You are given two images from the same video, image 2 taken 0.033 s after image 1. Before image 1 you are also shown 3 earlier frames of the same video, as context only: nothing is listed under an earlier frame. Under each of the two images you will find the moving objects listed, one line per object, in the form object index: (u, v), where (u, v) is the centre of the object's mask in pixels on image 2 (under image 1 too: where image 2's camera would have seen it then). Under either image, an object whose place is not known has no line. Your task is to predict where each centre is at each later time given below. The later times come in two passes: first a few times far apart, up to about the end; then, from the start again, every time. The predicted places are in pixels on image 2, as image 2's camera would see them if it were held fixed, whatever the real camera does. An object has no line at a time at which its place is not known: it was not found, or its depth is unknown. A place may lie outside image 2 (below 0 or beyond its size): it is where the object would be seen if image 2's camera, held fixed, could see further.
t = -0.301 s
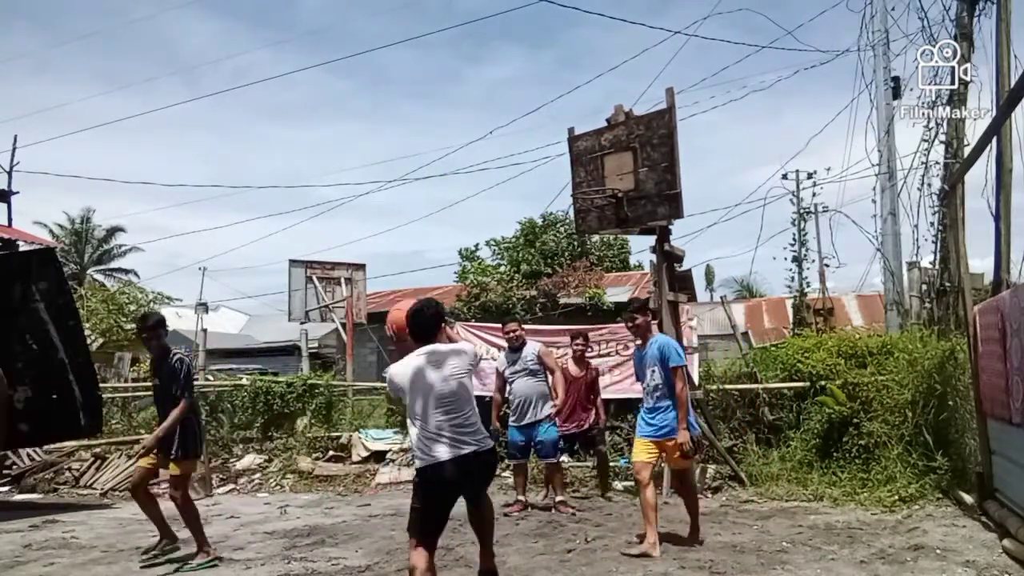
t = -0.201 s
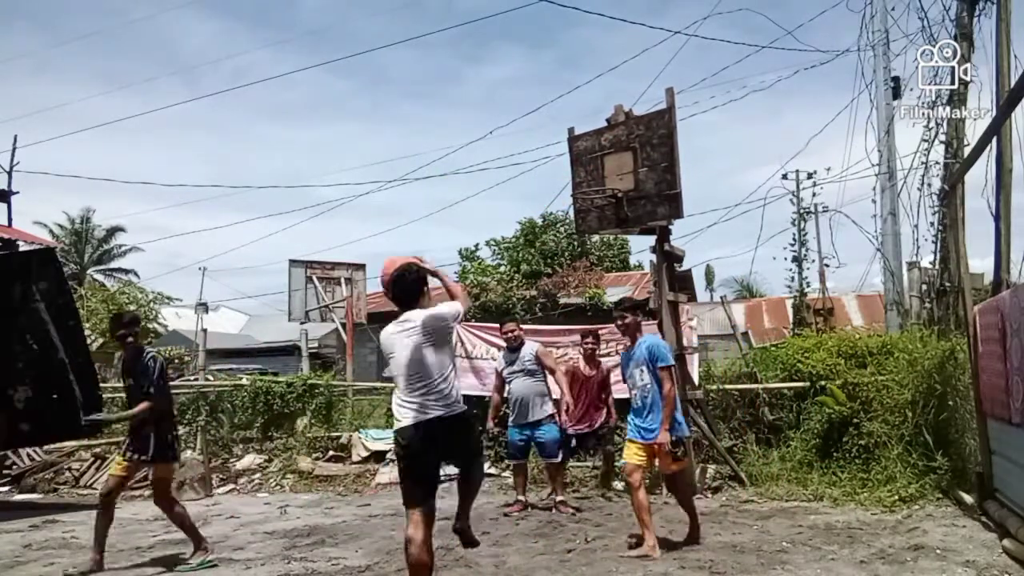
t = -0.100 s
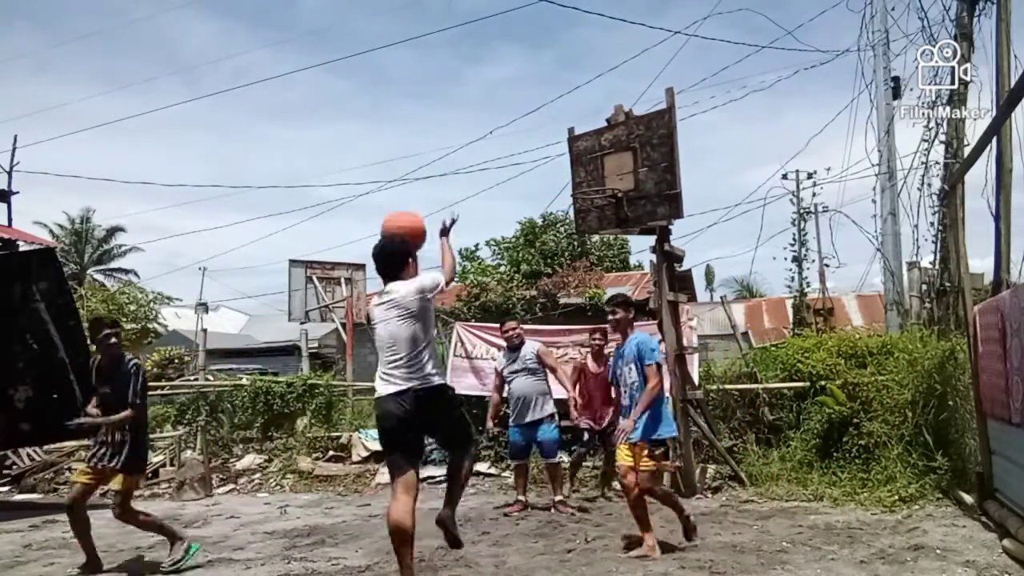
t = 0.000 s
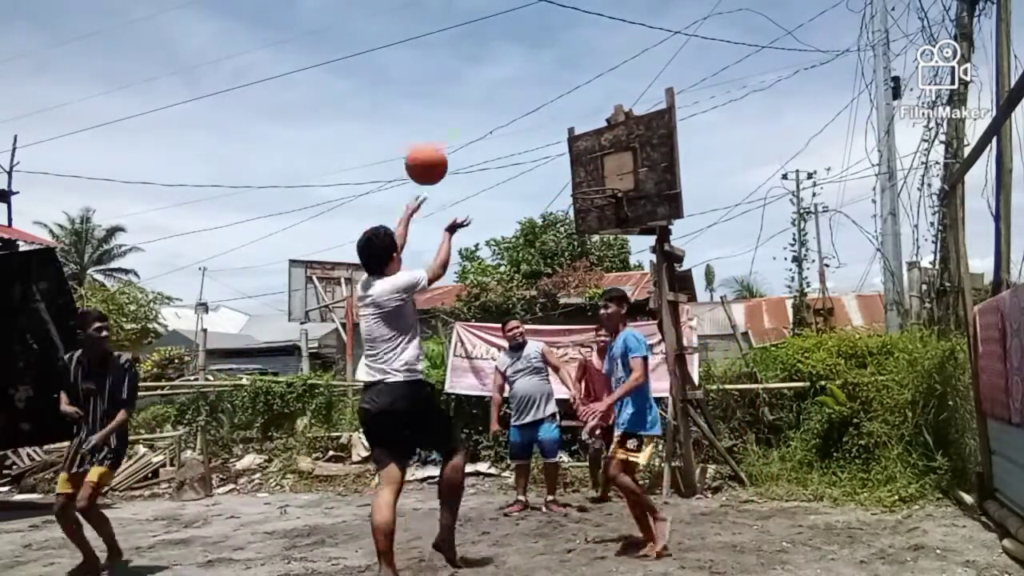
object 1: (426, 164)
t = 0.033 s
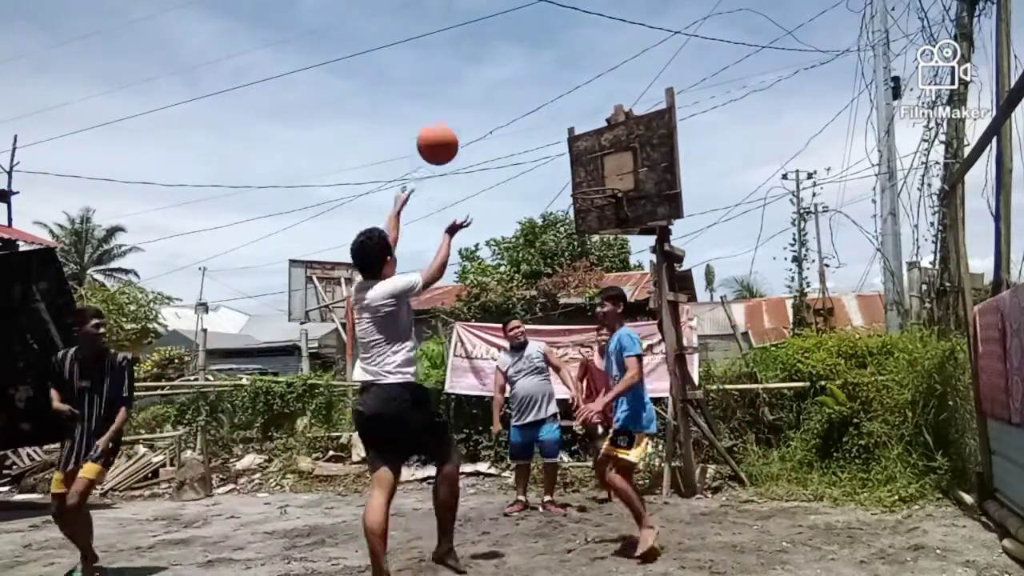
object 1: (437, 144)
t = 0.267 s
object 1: (503, 72)
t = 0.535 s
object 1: (559, 88)
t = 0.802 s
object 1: (604, 174)
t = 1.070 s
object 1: (531, 147)
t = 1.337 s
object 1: (441, 177)
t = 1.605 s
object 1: (341, 303)
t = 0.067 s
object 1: (448, 127)
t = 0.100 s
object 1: (458, 113)
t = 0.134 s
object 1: (468, 100)
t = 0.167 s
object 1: (477, 91)
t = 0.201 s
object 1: (486, 83)
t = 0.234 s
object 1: (495, 77)
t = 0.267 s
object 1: (503, 72)
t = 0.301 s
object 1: (511, 69)
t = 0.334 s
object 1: (518, 68)
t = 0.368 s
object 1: (526, 68)
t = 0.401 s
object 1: (533, 69)
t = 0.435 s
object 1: (540, 72)
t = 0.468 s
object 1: (547, 76)
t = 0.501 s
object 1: (553, 81)
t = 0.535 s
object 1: (559, 88)
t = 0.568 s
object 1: (566, 95)
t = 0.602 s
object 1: (572, 104)
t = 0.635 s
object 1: (577, 114)
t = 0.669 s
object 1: (582, 124)
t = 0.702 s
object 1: (588, 135)
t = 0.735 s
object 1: (594, 146)
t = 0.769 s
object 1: (599, 161)
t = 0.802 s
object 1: (604, 174)
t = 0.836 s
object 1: (605, 182)
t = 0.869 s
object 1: (595, 173)
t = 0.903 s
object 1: (586, 167)
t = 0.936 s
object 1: (574, 161)
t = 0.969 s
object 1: (563, 156)
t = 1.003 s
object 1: (553, 152)
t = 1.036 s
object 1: (542, 149)
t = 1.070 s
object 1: (531, 147)
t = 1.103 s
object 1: (521, 147)
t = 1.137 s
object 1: (510, 147)
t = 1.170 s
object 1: (498, 149)
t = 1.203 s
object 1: (488, 151)
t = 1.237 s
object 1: (476, 156)
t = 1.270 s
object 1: (464, 162)
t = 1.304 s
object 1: (452, 169)
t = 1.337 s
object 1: (441, 177)
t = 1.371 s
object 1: (429, 188)
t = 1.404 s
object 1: (416, 199)
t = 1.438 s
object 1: (404, 212)
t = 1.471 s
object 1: (391, 227)
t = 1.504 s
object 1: (378, 243)
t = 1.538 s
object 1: (365, 260)
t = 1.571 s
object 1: (351, 281)
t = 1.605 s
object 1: (341, 303)
